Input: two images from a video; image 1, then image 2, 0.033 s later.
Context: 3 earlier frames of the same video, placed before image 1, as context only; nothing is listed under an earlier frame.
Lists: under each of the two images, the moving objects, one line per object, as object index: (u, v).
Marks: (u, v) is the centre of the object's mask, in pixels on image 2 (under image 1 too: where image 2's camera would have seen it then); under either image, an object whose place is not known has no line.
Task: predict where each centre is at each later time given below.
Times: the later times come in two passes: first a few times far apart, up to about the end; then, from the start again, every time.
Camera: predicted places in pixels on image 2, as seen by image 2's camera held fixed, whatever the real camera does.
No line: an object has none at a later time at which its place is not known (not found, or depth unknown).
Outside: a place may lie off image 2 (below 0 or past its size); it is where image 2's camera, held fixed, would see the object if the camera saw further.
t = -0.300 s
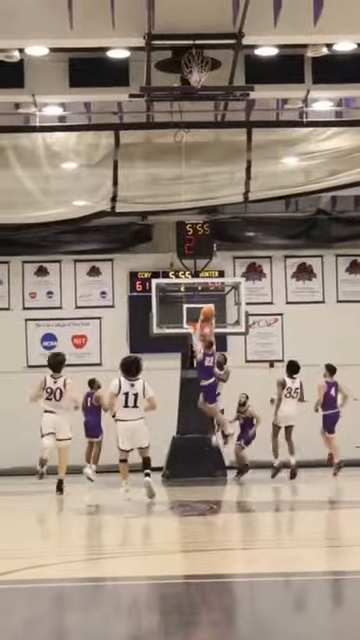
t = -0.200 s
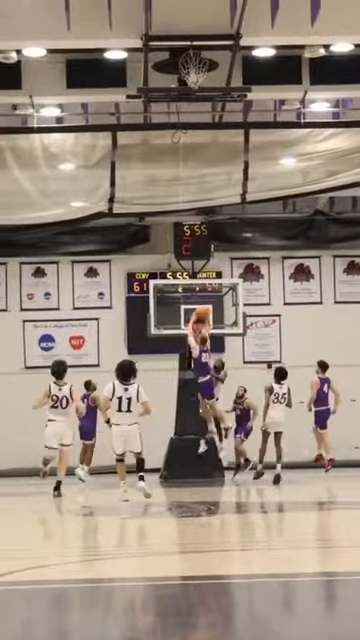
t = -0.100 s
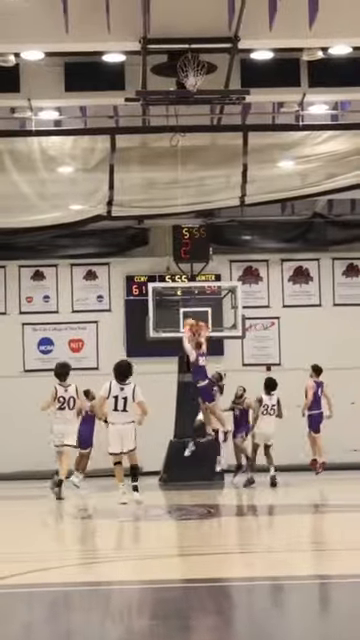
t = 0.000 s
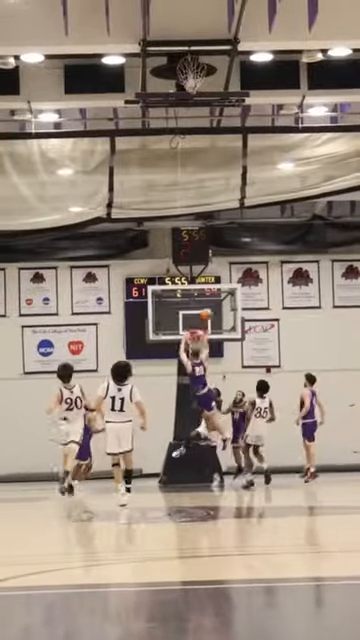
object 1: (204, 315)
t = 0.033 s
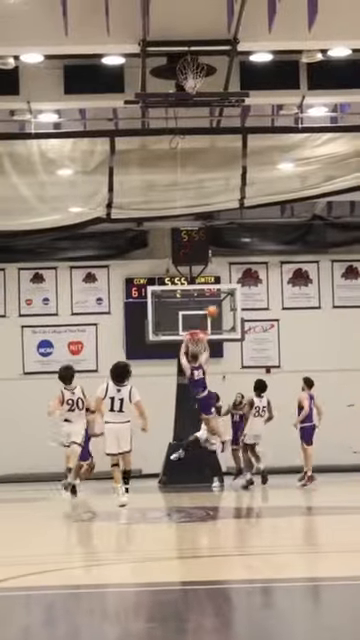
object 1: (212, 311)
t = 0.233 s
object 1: (247, 306)
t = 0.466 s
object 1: (289, 323)
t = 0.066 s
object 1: (218, 309)
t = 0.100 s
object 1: (224, 307)
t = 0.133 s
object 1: (230, 305)
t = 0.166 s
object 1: (234, 305)
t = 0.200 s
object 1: (239, 306)
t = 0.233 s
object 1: (247, 306)
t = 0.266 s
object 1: (252, 307)
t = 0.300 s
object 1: (256, 307)
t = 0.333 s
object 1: (266, 309)
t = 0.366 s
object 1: (271, 312)
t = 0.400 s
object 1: (277, 312)
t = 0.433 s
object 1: (284, 320)
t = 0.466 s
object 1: (289, 323)
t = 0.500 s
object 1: (295, 327)
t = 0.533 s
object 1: (300, 332)
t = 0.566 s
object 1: (305, 338)
